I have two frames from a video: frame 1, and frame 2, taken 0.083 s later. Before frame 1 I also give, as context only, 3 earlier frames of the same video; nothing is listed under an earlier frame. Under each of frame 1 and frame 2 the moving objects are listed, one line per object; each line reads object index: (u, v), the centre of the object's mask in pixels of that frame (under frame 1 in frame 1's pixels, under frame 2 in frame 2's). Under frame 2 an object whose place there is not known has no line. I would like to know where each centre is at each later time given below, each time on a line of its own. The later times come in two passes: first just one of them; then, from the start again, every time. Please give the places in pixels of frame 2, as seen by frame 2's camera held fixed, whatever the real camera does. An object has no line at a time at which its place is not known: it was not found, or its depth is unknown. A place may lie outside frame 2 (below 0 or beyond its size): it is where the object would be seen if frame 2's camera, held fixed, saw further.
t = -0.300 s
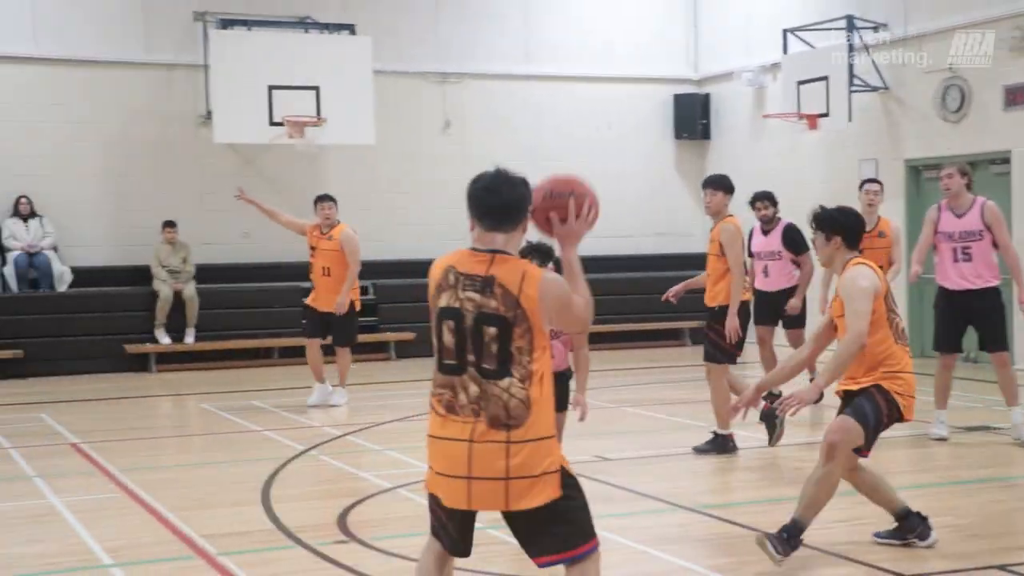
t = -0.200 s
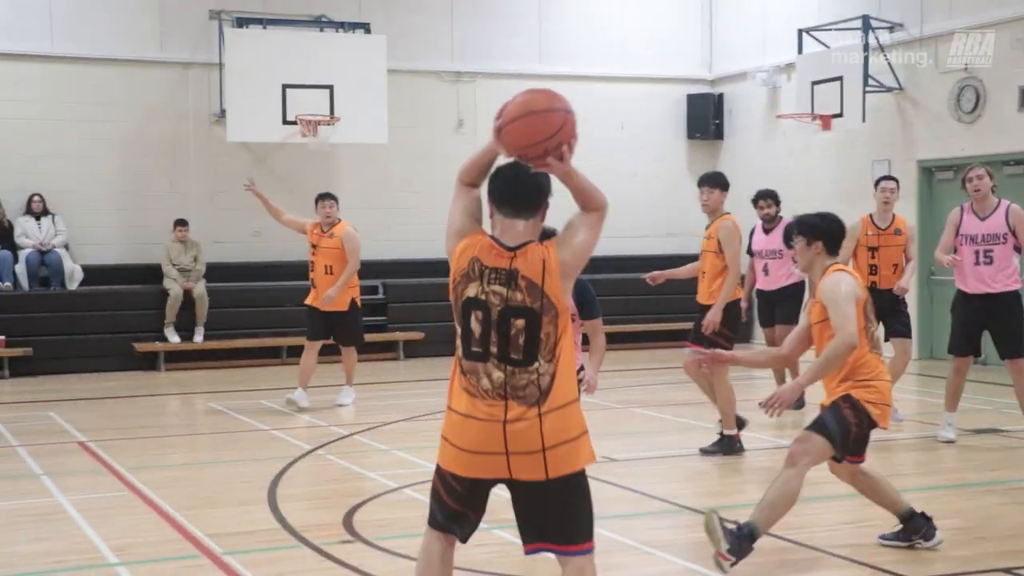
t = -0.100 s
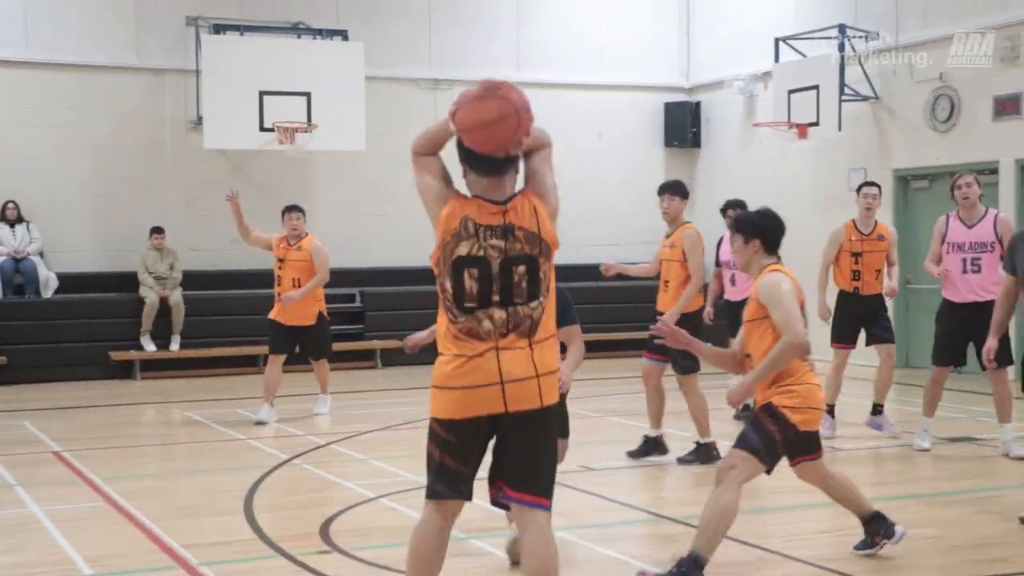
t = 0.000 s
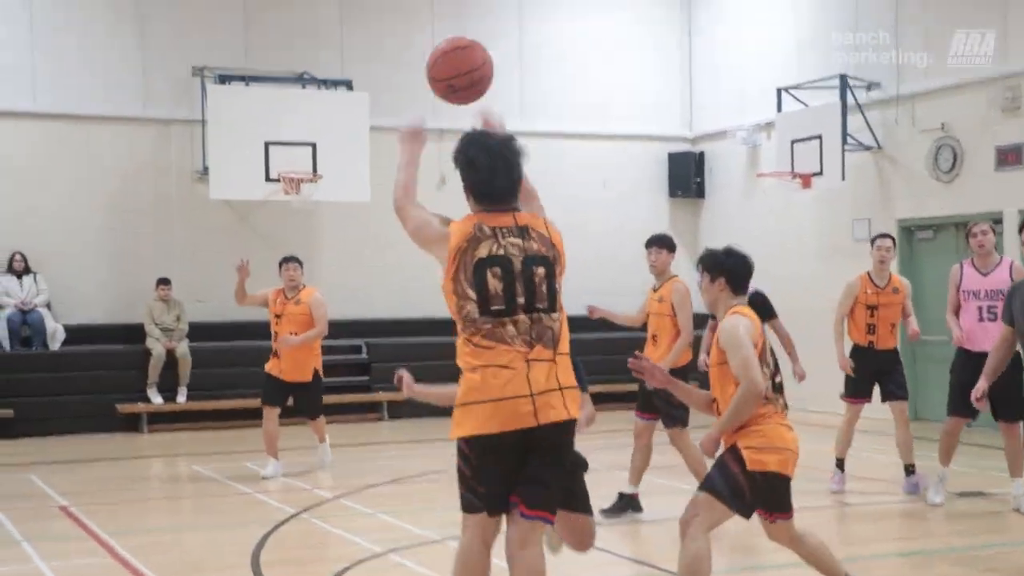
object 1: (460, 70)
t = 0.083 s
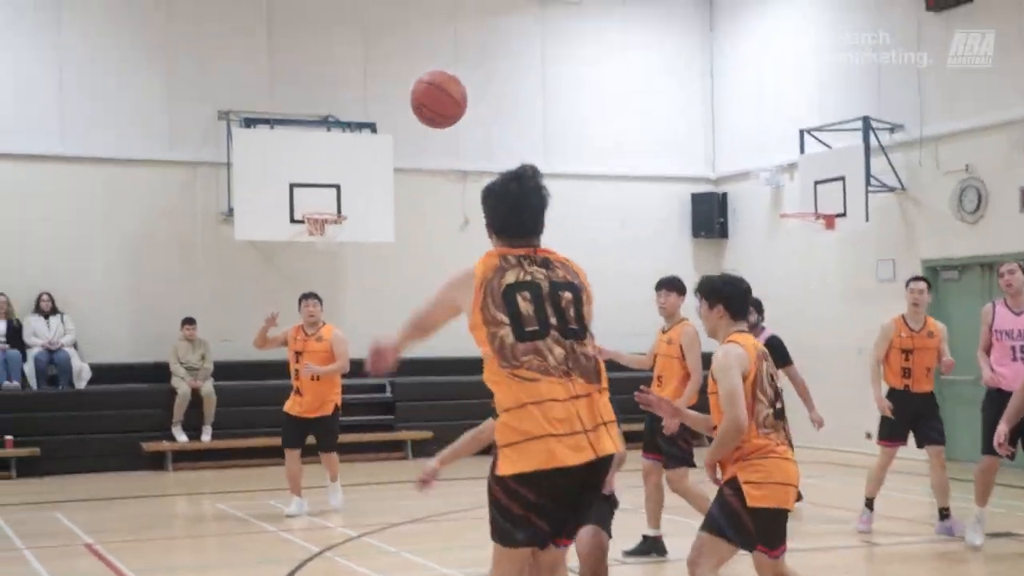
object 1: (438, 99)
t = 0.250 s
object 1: (381, 120)
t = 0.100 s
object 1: (431, 99)
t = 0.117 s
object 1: (424, 100)
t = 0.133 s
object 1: (417, 101)
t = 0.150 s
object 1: (410, 103)
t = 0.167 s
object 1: (404, 105)
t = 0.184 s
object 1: (399, 107)
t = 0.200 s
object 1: (394, 109)
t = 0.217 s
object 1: (390, 112)
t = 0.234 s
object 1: (385, 116)
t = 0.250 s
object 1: (381, 120)
